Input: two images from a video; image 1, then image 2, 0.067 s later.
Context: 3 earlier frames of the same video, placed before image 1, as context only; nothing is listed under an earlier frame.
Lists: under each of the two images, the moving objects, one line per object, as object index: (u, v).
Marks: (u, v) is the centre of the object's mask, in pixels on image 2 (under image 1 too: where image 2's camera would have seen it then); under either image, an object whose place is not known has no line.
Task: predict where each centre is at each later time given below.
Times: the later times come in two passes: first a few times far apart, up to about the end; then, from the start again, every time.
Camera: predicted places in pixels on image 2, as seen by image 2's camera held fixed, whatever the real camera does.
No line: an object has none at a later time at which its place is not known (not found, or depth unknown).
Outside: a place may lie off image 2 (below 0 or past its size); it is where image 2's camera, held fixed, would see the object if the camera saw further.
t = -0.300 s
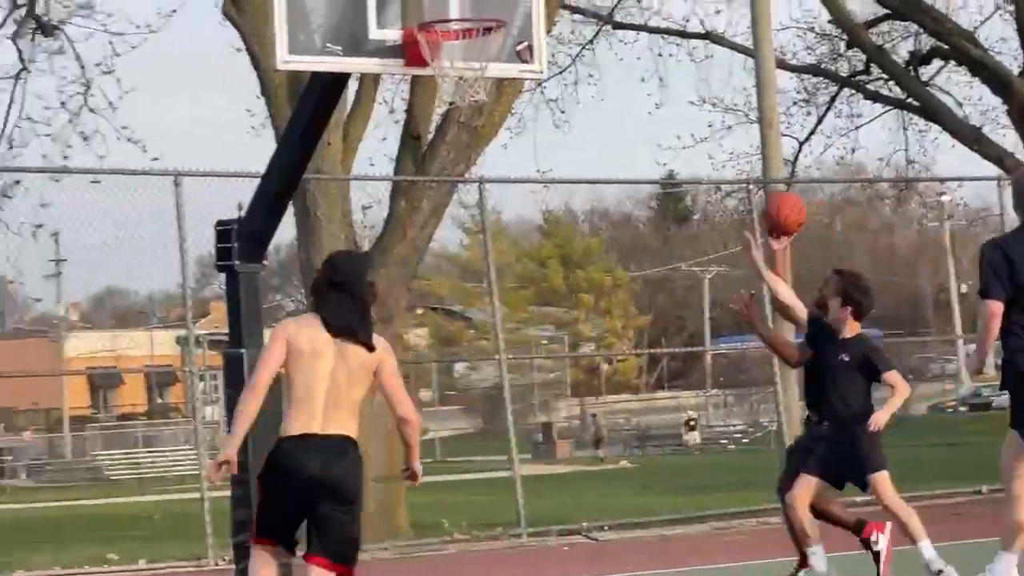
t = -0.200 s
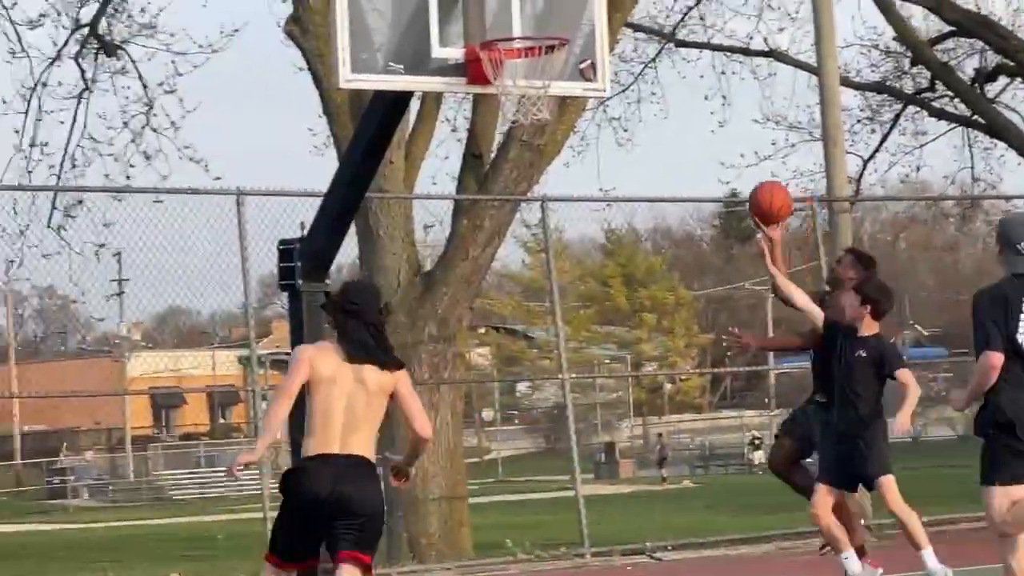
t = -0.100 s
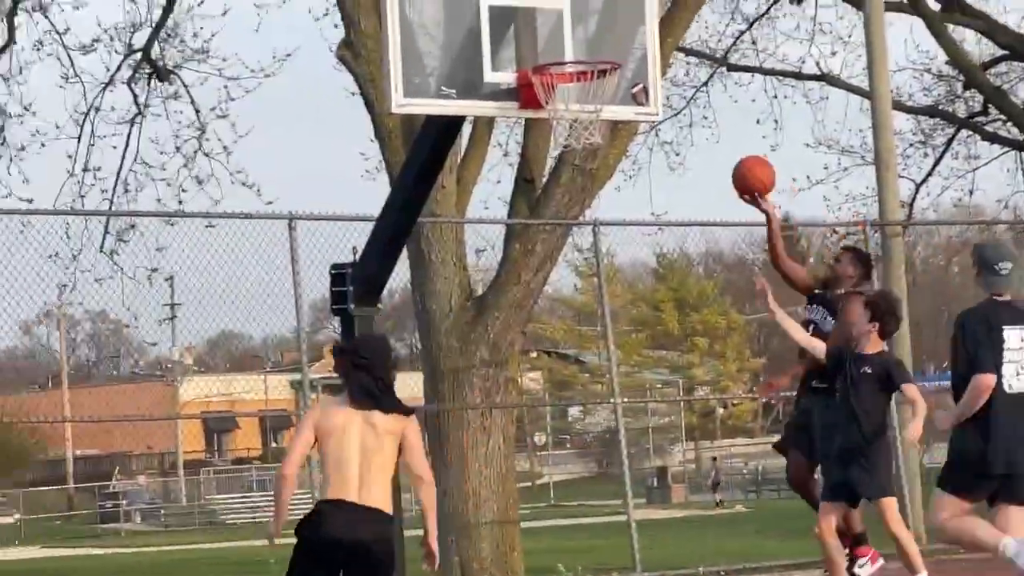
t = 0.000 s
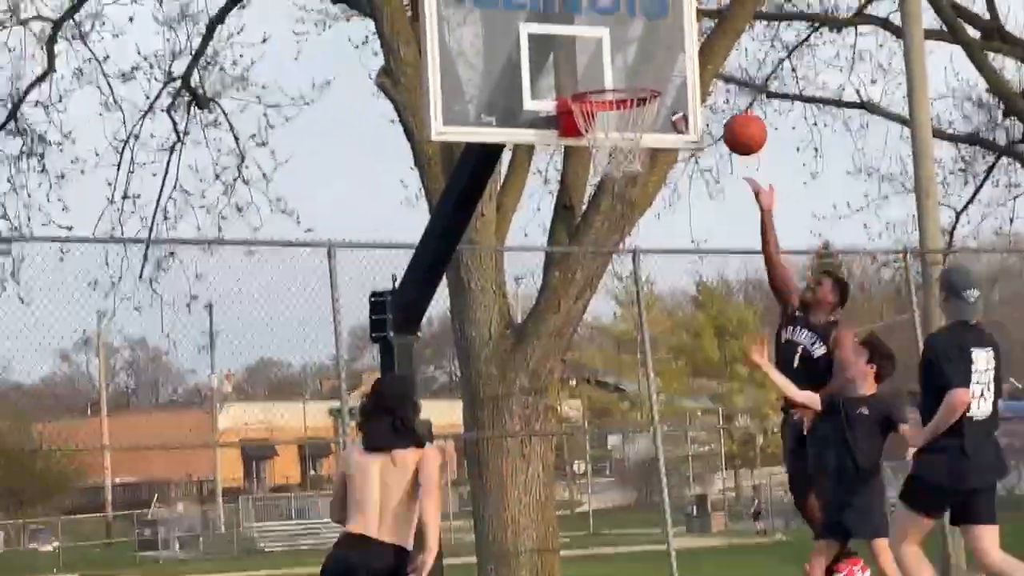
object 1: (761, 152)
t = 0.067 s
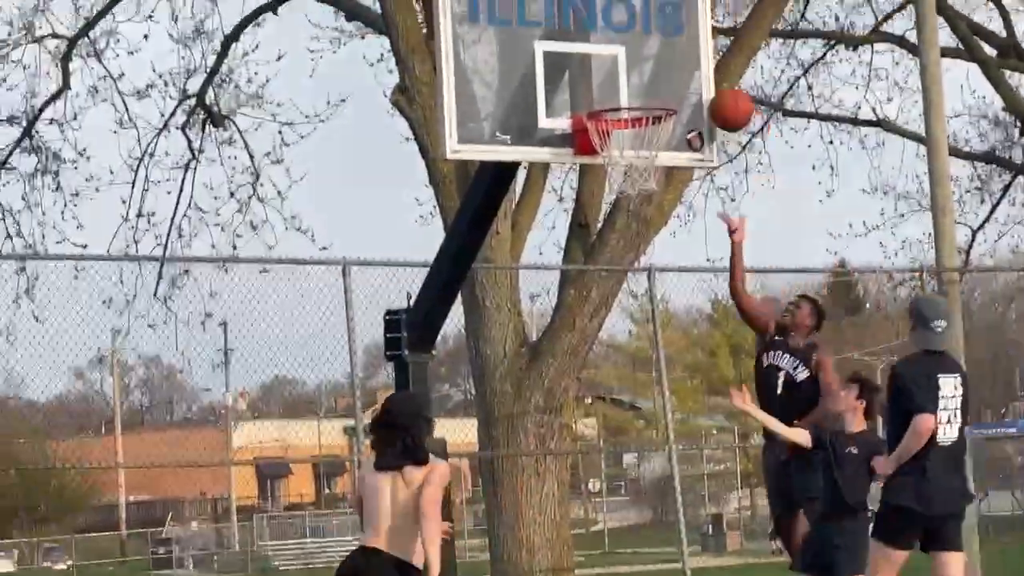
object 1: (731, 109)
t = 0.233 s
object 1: (714, 54)
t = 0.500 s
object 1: (730, 77)
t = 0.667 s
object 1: (745, 160)
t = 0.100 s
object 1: (716, 92)
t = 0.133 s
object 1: (713, 79)
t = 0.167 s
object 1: (712, 68)
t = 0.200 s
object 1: (713, 60)
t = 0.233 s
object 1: (714, 54)
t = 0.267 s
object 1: (716, 50)
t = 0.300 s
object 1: (717, 49)
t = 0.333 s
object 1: (719, 48)
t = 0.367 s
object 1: (721, 50)
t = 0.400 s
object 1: (723, 53)
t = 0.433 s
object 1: (726, 60)
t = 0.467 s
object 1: (728, 67)
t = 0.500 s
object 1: (730, 77)
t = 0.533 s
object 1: (732, 90)
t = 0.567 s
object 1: (736, 105)
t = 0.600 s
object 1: (739, 120)
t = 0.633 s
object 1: (741, 139)
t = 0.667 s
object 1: (745, 160)
